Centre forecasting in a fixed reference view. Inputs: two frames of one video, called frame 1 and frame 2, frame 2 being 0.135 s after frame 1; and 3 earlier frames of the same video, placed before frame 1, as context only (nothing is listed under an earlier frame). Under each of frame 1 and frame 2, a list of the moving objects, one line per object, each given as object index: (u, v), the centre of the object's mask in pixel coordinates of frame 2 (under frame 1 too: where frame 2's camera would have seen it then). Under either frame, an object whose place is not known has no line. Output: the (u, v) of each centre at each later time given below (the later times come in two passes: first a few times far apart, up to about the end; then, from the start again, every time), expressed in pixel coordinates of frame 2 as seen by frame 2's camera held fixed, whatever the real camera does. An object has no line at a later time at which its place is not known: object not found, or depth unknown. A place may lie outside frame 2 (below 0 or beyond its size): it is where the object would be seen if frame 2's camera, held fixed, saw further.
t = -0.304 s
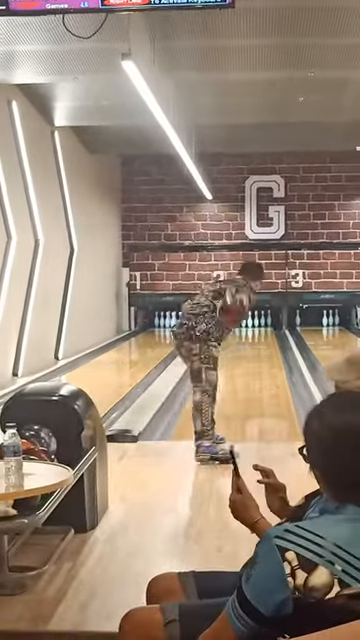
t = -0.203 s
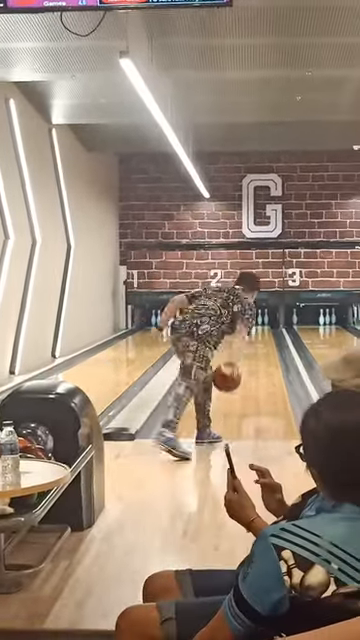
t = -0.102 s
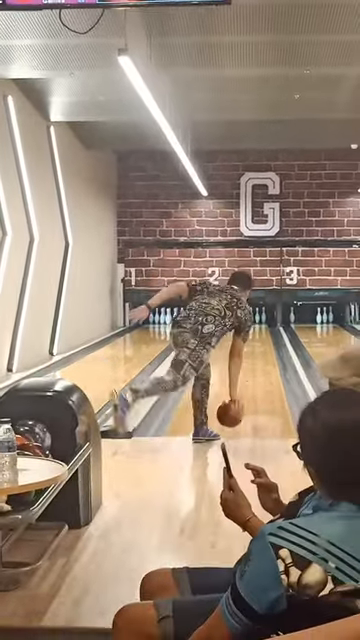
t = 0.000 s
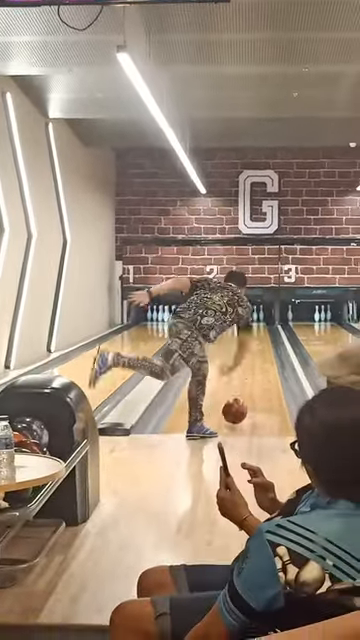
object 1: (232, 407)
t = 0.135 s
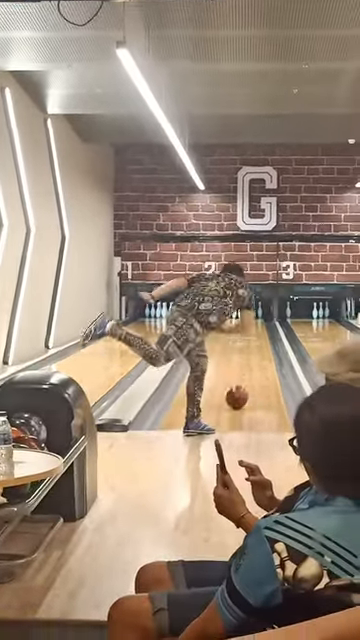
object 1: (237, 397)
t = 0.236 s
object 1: (239, 389)
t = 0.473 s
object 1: (244, 373)
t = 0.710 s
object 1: (248, 361)
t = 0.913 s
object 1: (250, 352)
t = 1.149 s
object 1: (251, 342)
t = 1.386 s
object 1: (252, 337)
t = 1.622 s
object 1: (252, 331)
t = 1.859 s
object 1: (252, 326)
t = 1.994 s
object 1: (251, 325)
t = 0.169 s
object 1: (237, 395)
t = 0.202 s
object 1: (239, 391)
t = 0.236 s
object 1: (239, 389)
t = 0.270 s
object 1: (240, 386)
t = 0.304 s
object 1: (241, 383)
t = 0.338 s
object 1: (242, 381)
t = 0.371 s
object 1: (243, 379)
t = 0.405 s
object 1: (243, 377)
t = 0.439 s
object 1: (244, 374)
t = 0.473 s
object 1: (244, 373)
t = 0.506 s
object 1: (245, 371)
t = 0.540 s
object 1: (246, 370)
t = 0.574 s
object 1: (247, 367)
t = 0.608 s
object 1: (247, 365)
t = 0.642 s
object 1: (247, 363)
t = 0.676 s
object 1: (247, 361)
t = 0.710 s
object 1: (248, 361)
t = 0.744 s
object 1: (248, 359)
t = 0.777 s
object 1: (248, 358)
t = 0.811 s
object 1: (249, 356)
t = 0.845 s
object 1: (249, 354)
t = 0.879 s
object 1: (250, 353)
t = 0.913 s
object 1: (250, 352)
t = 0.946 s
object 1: (250, 351)
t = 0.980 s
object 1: (250, 350)
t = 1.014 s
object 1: (251, 349)
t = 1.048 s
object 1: (251, 345)
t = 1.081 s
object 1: (251, 345)
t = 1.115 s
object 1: (250, 343)
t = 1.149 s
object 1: (251, 342)
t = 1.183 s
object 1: (251, 342)
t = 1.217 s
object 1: (252, 341)
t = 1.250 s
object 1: (252, 340)
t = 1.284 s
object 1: (252, 339)
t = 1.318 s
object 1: (252, 337)
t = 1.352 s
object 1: (252, 337)
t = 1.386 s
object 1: (252, 337)
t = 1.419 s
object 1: (252, 334)
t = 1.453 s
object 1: (252, 334)
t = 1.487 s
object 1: (252, 333)
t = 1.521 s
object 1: (252, 332)
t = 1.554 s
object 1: (252, 331)
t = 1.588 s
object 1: (252, 331)
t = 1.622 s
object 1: (252, 331)
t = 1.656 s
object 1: (253, 330)
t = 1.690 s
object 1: (252, 330)
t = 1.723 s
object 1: (252, 329)
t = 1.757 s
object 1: (252, 328)
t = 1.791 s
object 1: (252, 328)
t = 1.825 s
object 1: (252, 327)
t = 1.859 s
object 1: (252, 326)
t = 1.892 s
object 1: (252, 326)
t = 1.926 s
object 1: (252, 325)
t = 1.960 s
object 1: (252, 325)
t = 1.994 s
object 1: (251, 325)
